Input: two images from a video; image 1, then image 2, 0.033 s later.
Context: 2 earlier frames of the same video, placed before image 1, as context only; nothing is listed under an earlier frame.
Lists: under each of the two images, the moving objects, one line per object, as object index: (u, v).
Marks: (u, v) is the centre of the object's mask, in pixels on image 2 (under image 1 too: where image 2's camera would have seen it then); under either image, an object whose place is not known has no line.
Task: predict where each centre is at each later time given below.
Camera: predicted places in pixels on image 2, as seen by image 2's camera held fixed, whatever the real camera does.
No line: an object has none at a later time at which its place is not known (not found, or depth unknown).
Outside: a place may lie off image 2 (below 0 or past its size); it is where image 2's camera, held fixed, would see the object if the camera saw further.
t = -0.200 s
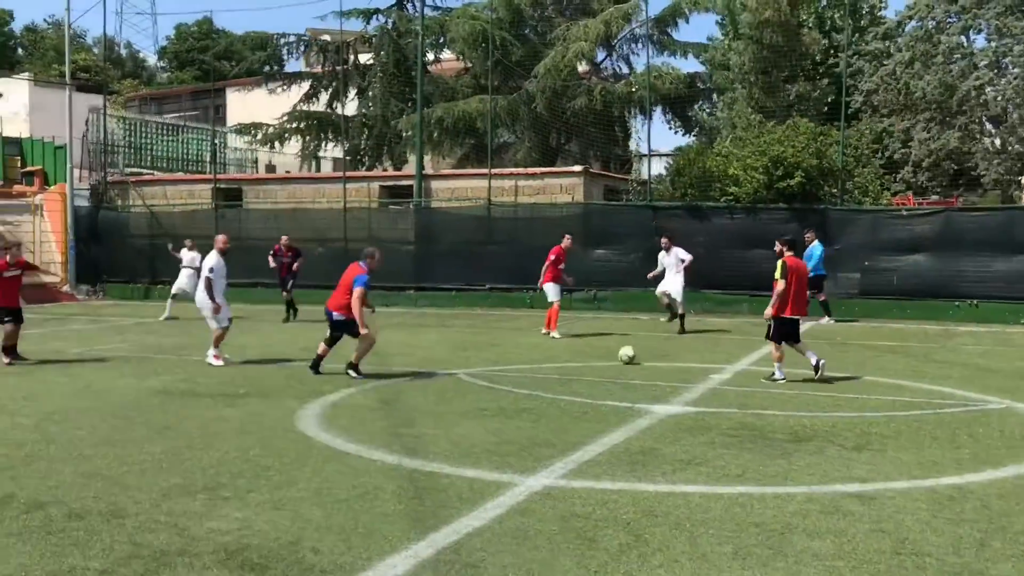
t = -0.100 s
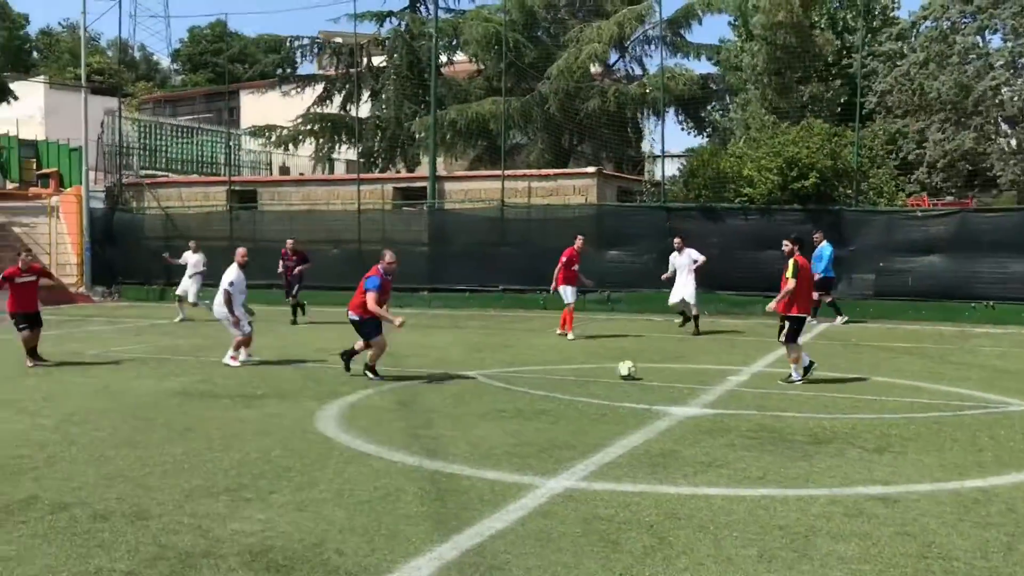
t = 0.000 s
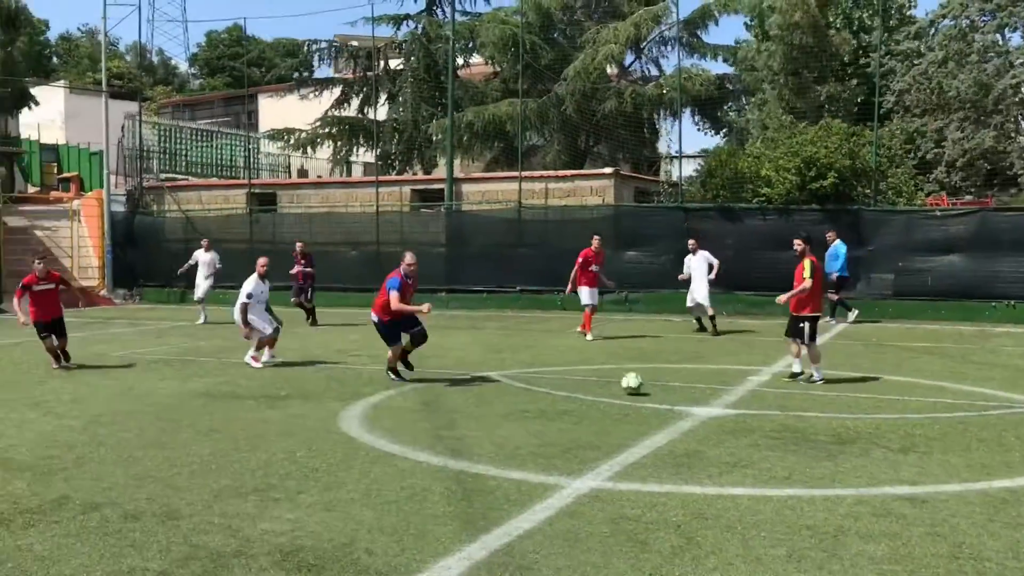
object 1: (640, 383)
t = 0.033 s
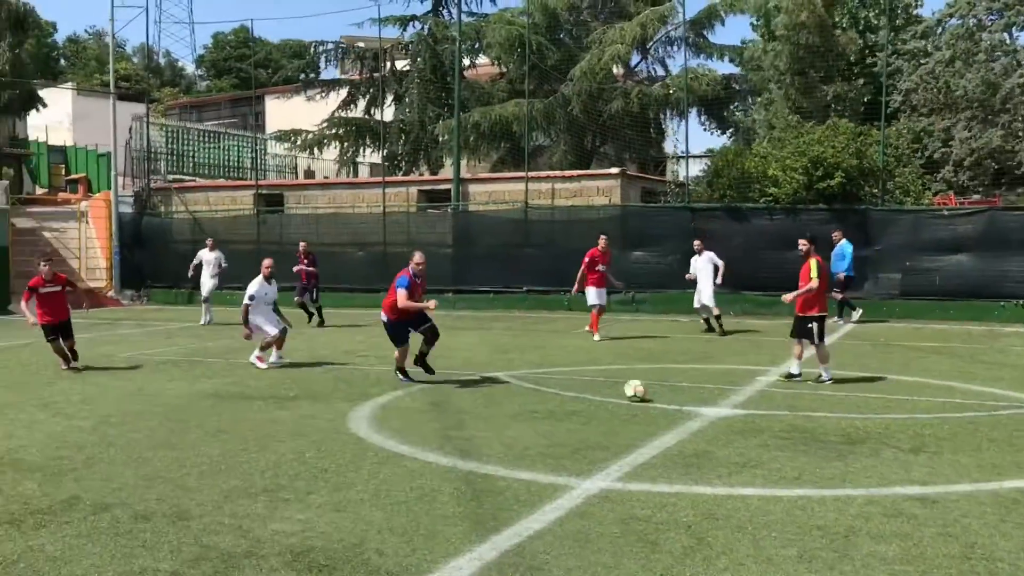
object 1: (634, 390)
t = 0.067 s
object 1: (628, 393)
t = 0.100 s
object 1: (625, 399)
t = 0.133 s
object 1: (618, 405)
